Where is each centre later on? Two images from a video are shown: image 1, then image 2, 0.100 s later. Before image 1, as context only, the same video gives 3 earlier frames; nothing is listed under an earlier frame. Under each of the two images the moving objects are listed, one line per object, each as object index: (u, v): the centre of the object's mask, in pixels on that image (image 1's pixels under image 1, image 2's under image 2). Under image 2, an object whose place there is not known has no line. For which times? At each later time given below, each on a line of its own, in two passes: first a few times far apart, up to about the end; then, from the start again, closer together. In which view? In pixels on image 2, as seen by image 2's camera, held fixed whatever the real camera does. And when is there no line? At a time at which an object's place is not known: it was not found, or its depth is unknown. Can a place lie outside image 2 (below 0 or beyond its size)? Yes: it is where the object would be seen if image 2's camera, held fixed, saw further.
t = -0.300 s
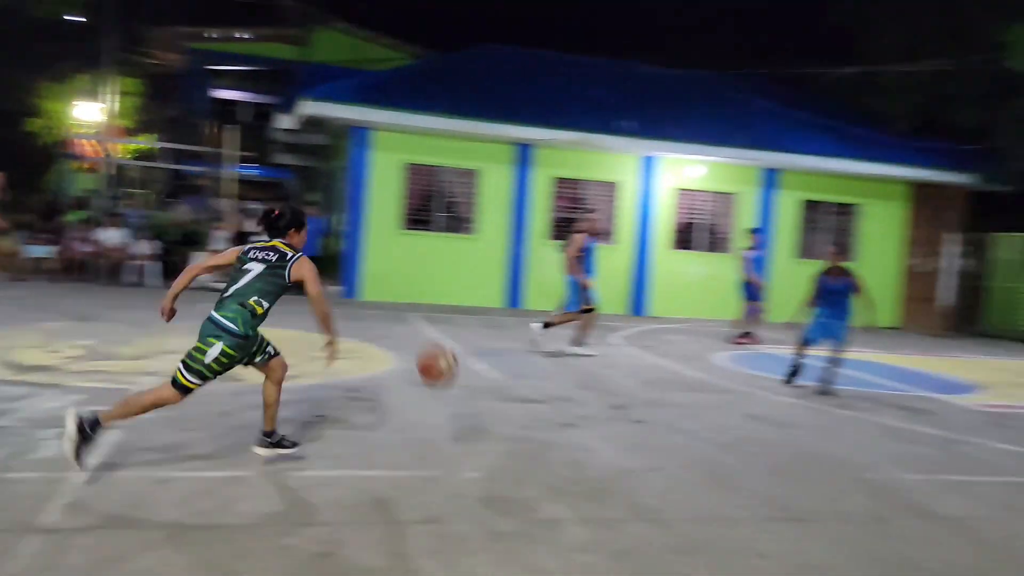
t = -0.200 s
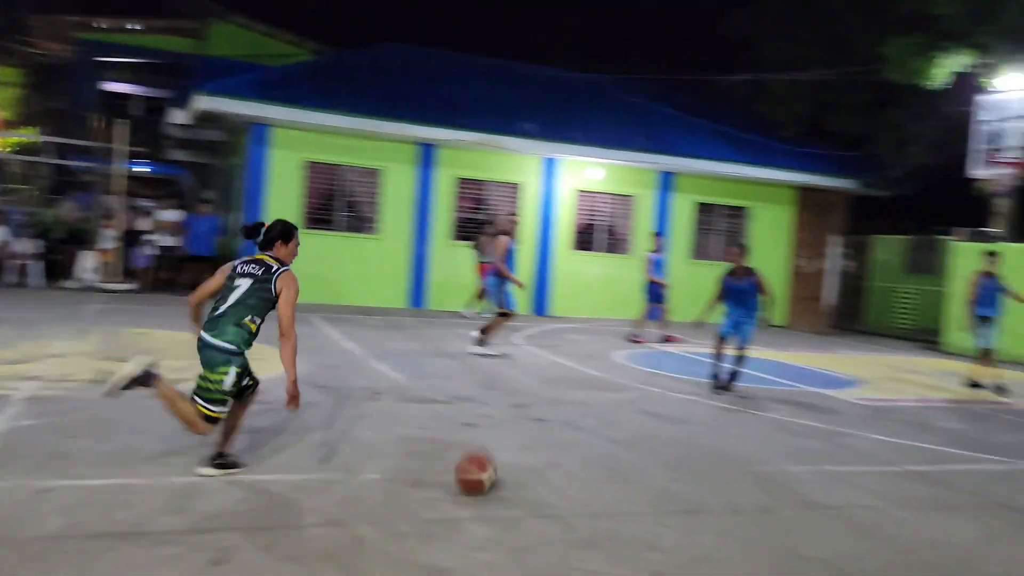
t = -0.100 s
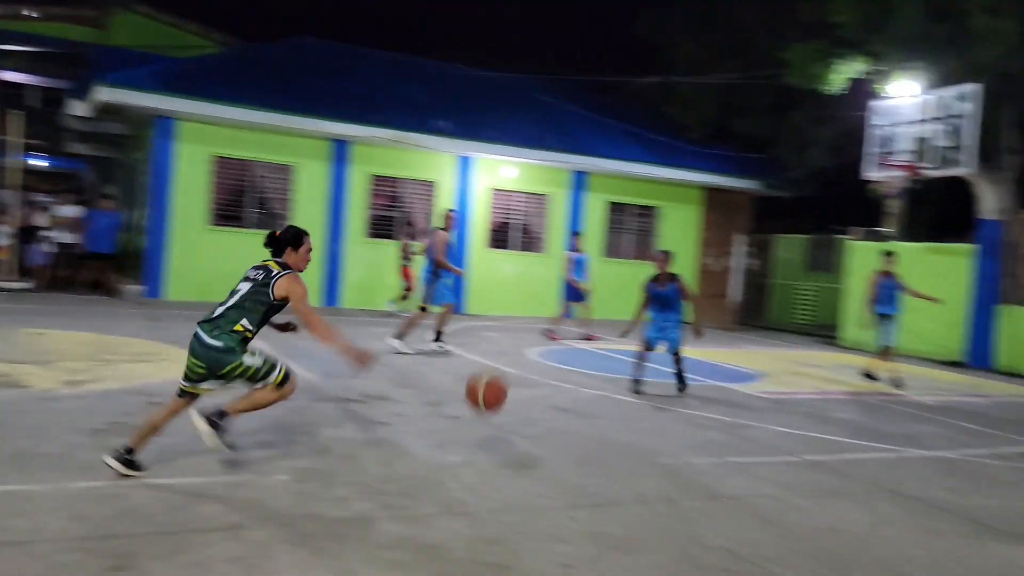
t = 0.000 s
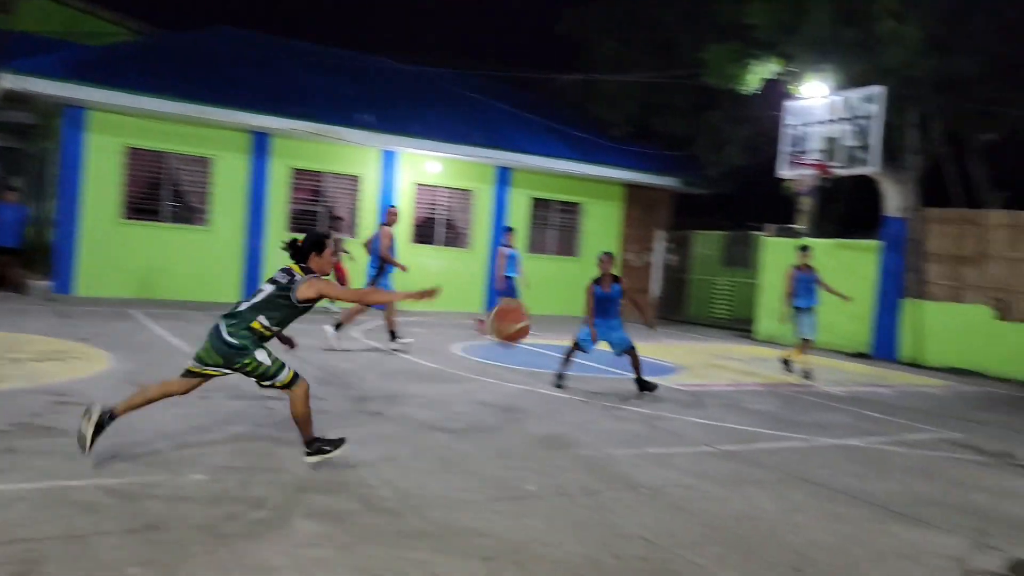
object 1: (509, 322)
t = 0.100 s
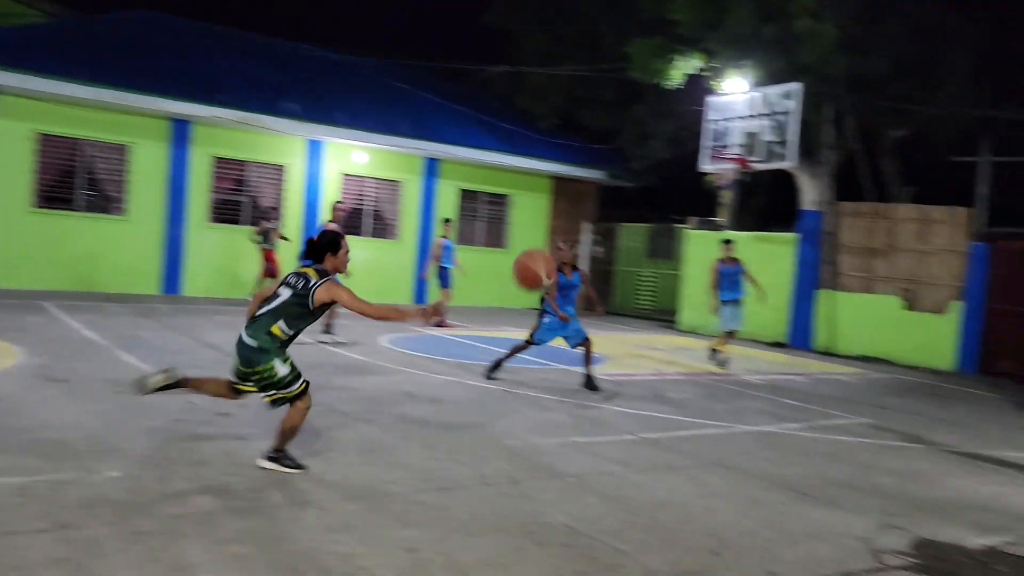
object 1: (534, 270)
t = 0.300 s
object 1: (725, 237)
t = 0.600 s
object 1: (993, 325)
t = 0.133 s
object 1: (567, 259)
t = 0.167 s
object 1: (598, 250)
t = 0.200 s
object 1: (631, 244)
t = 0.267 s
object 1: (693, 236)
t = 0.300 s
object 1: (725, 237)
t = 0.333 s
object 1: (755, 238)
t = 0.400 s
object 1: (814, 247)
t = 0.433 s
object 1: (845, 256)
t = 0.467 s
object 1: (875, 265)
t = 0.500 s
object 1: (904, 279)
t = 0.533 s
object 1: (933, 292)
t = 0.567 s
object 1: (965, 306)
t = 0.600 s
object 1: (993, 325)
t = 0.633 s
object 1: (1020, 344)
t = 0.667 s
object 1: (1047, 363)
